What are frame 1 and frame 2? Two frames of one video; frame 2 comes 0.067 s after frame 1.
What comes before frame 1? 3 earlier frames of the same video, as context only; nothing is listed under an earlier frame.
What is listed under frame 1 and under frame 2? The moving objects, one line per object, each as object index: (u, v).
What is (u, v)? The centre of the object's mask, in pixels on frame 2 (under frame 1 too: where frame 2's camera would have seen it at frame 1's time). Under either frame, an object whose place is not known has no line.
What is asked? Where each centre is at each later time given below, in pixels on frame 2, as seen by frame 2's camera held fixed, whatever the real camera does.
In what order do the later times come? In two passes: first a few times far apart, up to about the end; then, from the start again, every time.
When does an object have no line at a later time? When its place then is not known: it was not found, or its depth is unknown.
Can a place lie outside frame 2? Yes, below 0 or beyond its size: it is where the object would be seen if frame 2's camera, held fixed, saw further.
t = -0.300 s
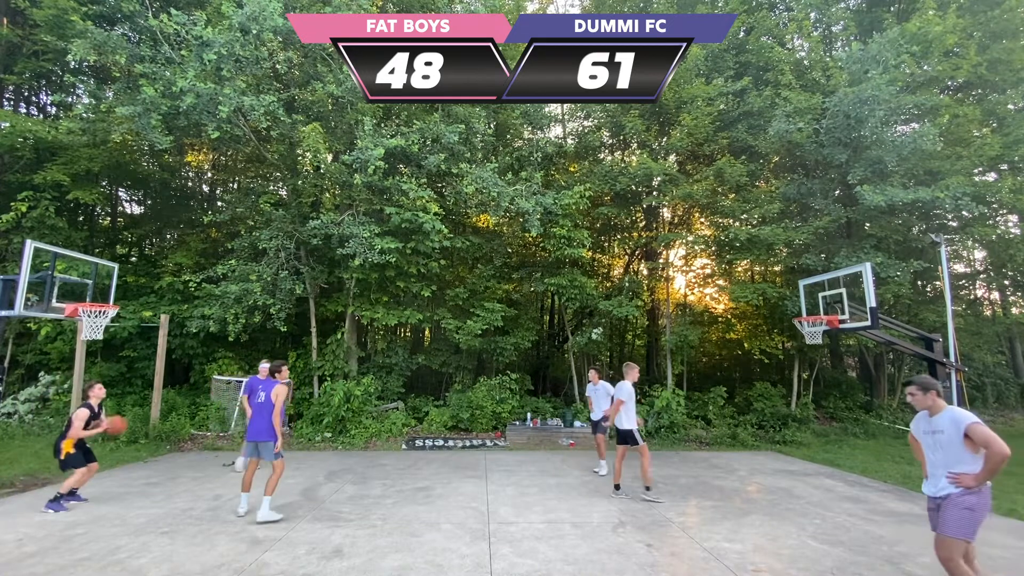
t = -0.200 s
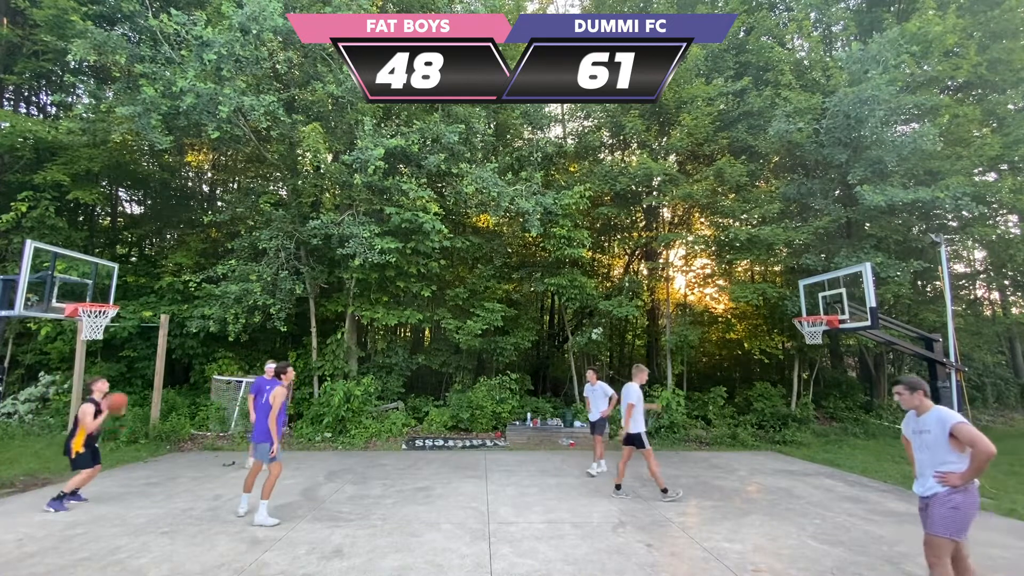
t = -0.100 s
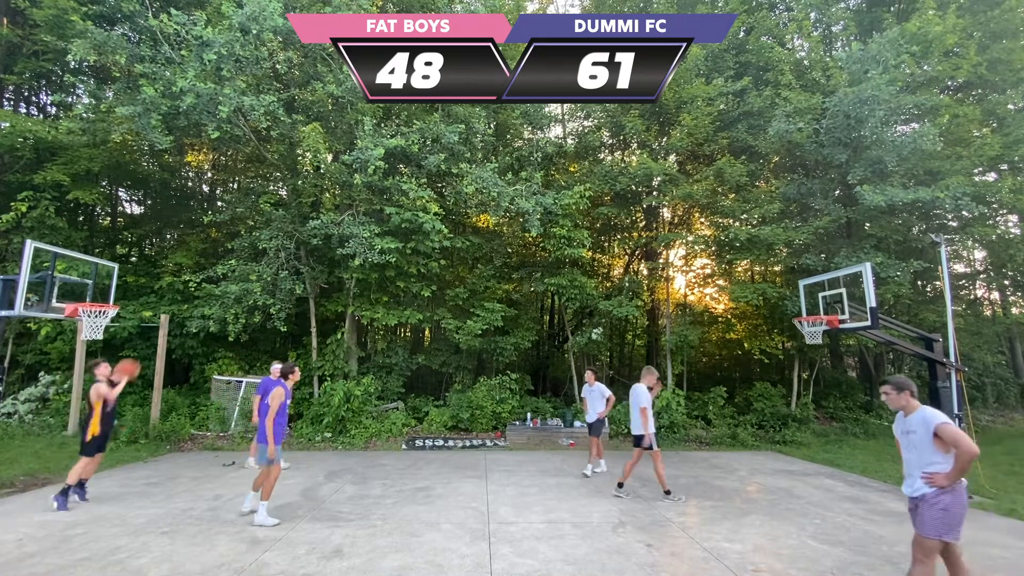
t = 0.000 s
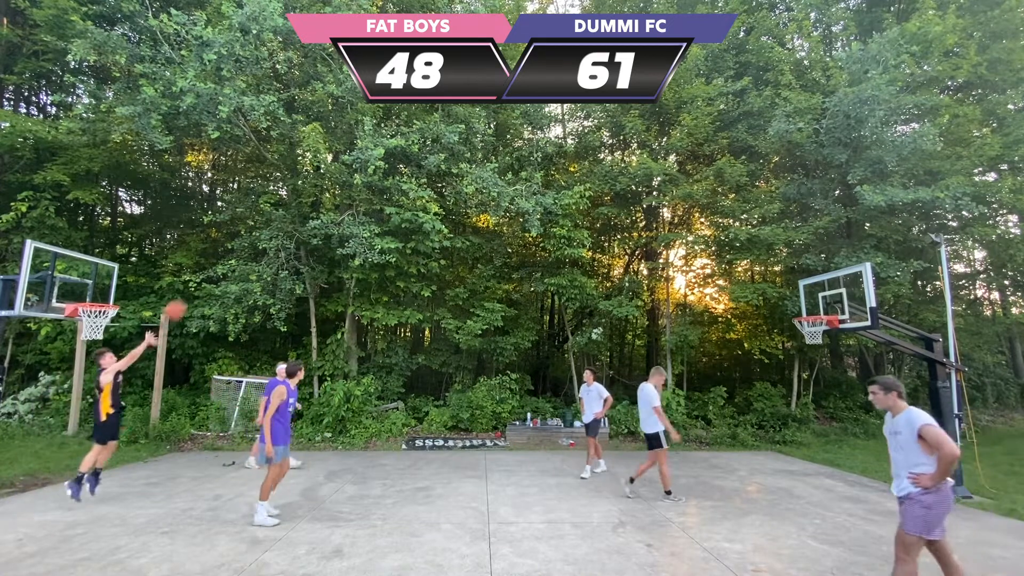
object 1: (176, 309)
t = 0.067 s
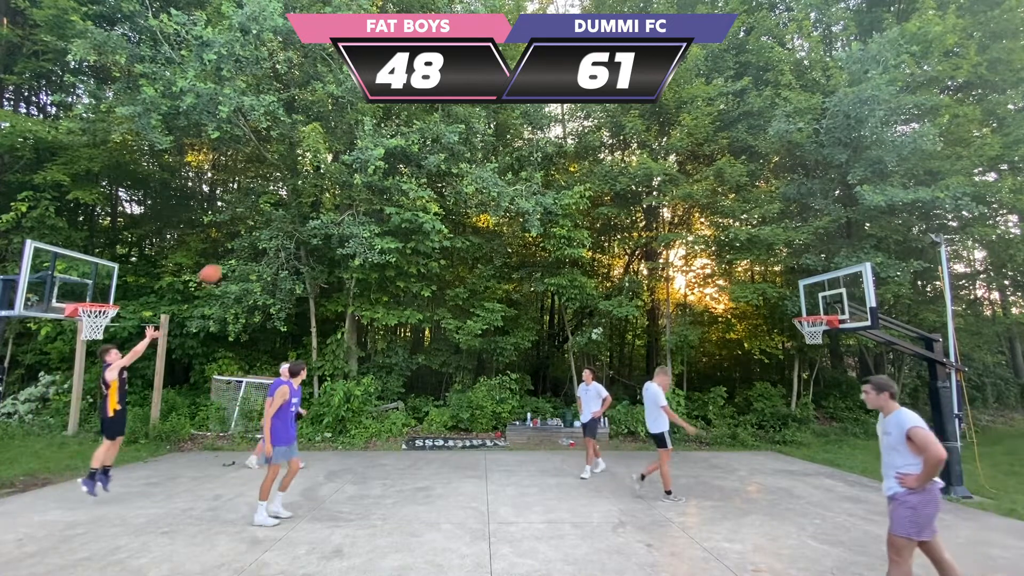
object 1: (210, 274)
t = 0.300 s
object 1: (323, 179)
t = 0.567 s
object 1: (433, 125)
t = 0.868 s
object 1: (543, 116)
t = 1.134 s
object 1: (636, 151)
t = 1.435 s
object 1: (740, 239)
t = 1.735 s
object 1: (798, 289)
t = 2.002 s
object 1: (801, 271)
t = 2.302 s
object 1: (811, 302)
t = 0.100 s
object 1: (228, 256)
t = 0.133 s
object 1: (244, 241)
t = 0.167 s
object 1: (261, 226)
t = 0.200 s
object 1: (277, 213)
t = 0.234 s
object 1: (293, 201)
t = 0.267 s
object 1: (308, 190)
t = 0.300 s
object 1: (323, 179)
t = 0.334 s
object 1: (338, 169)
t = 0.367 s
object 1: (352, 161)
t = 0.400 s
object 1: (366, 153)
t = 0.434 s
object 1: (381, 145)
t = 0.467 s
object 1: (393, 139)
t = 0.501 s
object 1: (407, 133)
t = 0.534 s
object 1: (420, 128)
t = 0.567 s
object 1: (433, 125)
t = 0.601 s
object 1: (446, 120)
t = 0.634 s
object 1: (458, 118)
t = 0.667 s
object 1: (470, 115)
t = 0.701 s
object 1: (484, 113)
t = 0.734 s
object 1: (495, 113)
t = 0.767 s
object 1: (507, 113)
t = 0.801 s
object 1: (520, 114)
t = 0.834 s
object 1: (531, 115)
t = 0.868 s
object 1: (543, 116)
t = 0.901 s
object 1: (555, 119)
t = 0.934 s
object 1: (566, 121)
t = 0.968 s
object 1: (578, 126)
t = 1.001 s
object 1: (590, 129)
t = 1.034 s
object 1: (600, 133)
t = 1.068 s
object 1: (613, 139)
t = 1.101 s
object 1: (624, 144)
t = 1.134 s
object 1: (636, 151)
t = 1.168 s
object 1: (647, 159)
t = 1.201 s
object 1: (658, 167)
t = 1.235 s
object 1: (671, 176)
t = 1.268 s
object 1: (682, 183)
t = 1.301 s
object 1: (693, 194)
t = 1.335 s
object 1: (706, 204)
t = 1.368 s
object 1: (716, 213)
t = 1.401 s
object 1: (728, 226)
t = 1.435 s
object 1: (740, 239)
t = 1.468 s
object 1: (750, 251)
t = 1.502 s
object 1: (762, 265)
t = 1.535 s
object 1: (774, 280)
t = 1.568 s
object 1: (786, 296)
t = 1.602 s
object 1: (795, 309)
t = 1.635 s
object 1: (797, 308)
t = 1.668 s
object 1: (799, 300)
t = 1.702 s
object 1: (798, 294)
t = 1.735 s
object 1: (798, 289)
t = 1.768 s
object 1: (798, 284)
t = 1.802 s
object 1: (798, 280)
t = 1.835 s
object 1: (799, 277)
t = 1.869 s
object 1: (799, 275)
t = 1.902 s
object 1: (800, 273)
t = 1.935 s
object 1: (800, 272)
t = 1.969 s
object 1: (801, 271)
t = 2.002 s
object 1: (801, 271)
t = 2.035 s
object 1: (802, 272)
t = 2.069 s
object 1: (803, 273)
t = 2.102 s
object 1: (804, 275)
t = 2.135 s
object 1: (805, 278)
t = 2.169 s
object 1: (806, 281)
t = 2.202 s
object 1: (807, 285)
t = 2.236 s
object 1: (809, 291)
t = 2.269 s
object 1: (809, 295)
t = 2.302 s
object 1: (811, 302)
